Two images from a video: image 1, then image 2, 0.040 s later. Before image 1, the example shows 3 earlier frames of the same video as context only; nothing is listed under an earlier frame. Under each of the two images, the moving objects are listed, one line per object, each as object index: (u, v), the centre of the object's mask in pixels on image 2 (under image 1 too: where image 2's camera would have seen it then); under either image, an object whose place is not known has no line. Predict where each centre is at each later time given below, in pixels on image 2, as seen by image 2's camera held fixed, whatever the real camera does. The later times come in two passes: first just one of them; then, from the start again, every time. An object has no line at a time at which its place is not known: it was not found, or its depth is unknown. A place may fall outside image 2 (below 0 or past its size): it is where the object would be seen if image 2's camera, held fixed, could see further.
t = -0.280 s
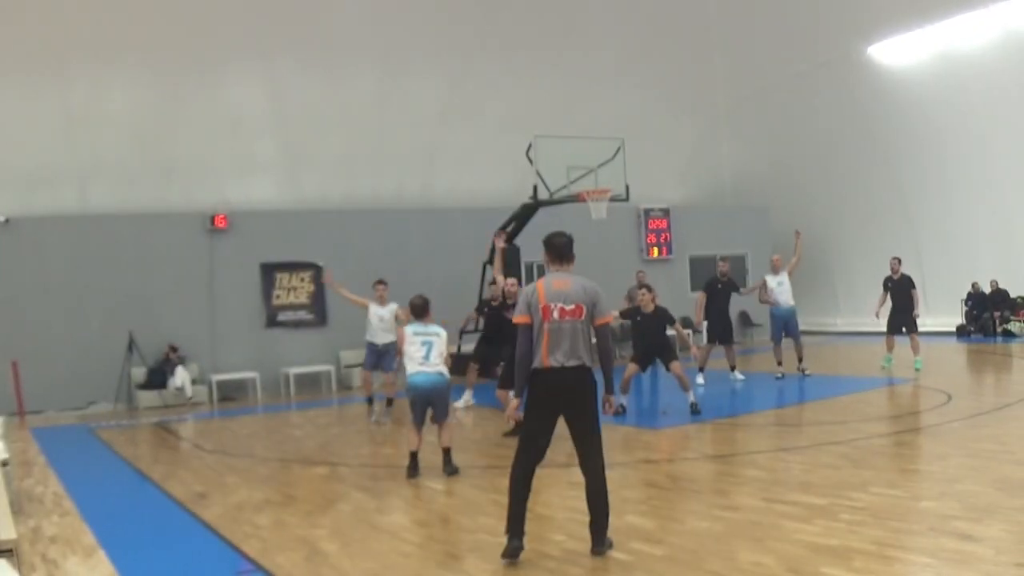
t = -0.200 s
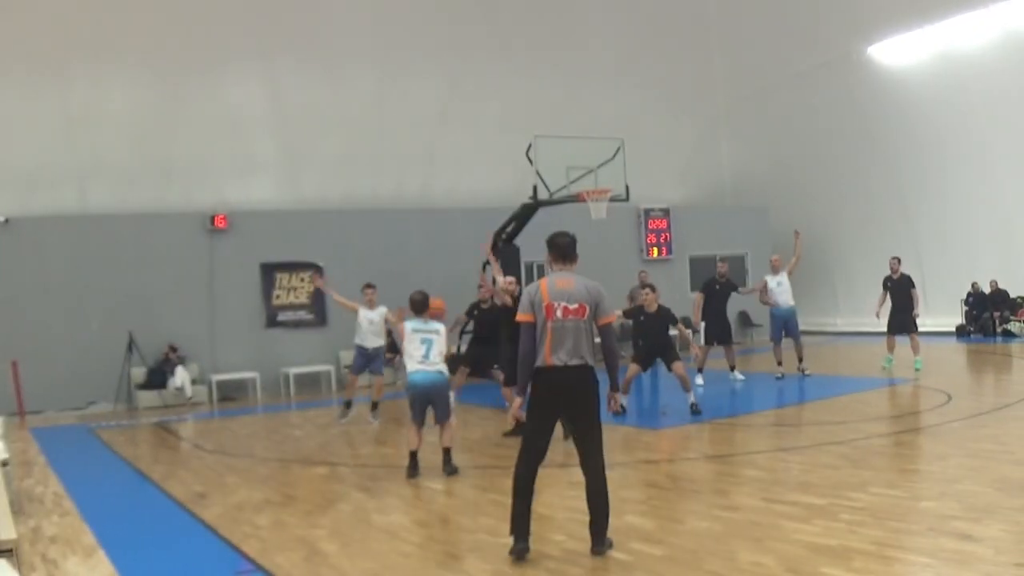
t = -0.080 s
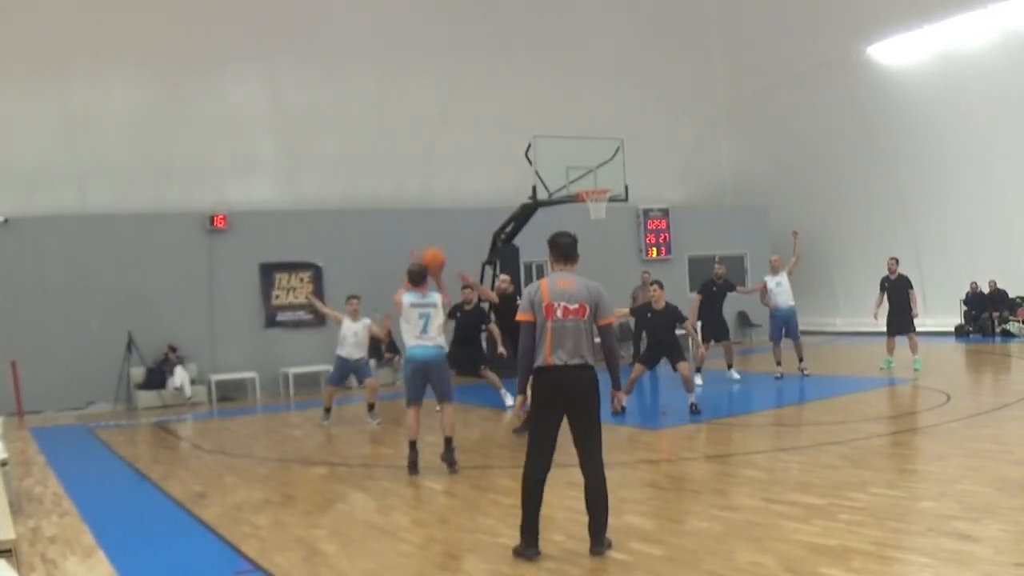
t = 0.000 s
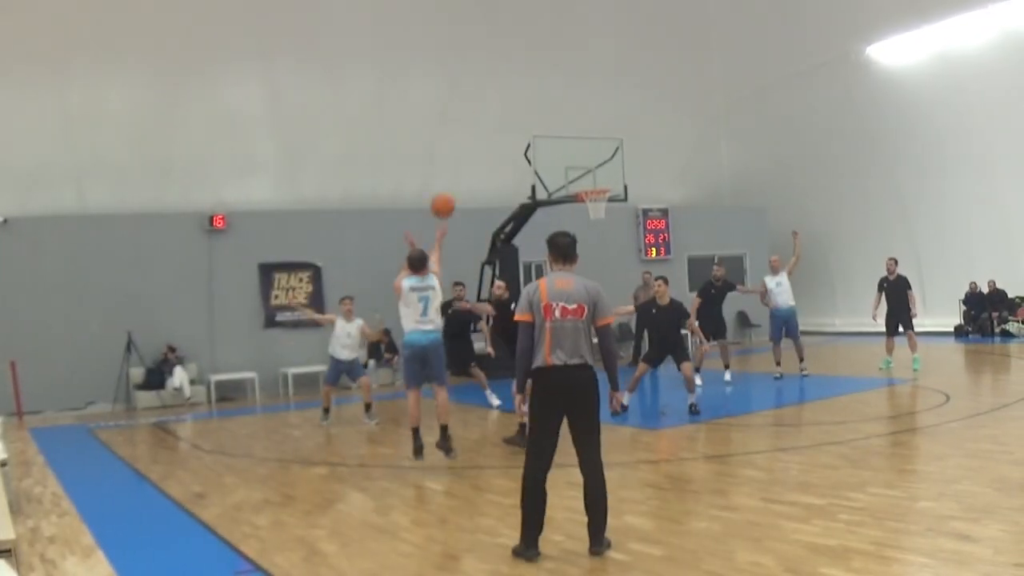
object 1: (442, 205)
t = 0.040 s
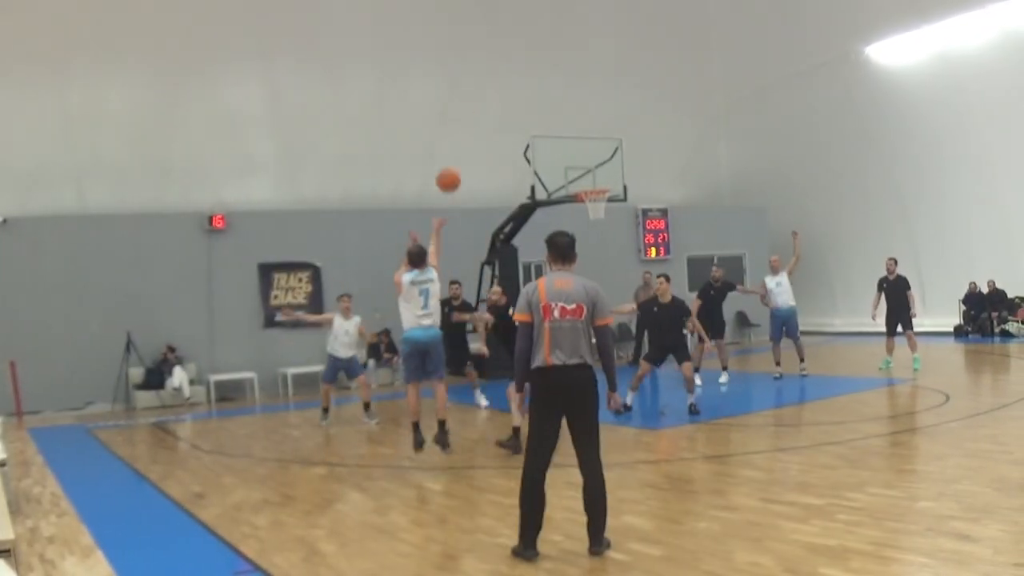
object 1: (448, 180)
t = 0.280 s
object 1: (479, 78)
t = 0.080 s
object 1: (454, 157)
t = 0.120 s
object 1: (459, 136)
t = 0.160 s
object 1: (464, 119)
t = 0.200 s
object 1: (469, 103)
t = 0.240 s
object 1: (474, 90)
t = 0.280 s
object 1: (479, 78)
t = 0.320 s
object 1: (484, 68)
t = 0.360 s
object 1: (488, 60)
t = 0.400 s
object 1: (492, 54)
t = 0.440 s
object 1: (496, 47)
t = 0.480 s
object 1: (499, 44)
